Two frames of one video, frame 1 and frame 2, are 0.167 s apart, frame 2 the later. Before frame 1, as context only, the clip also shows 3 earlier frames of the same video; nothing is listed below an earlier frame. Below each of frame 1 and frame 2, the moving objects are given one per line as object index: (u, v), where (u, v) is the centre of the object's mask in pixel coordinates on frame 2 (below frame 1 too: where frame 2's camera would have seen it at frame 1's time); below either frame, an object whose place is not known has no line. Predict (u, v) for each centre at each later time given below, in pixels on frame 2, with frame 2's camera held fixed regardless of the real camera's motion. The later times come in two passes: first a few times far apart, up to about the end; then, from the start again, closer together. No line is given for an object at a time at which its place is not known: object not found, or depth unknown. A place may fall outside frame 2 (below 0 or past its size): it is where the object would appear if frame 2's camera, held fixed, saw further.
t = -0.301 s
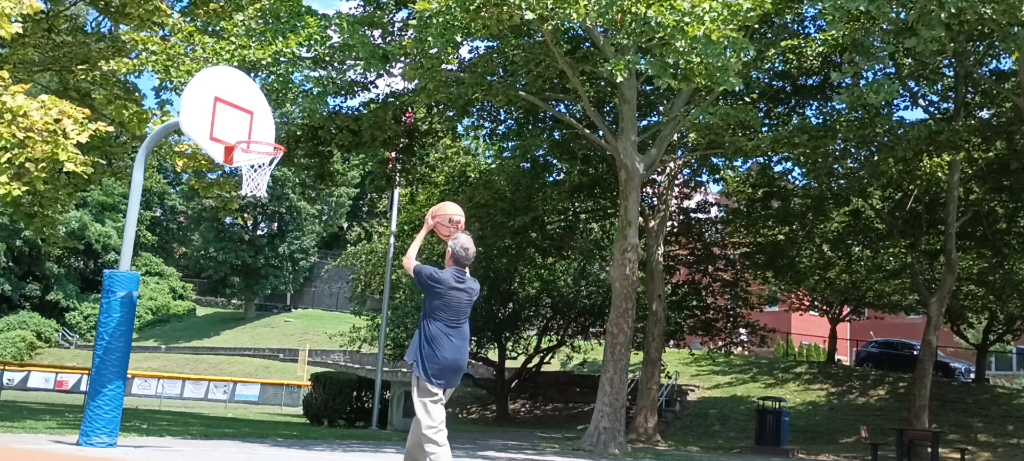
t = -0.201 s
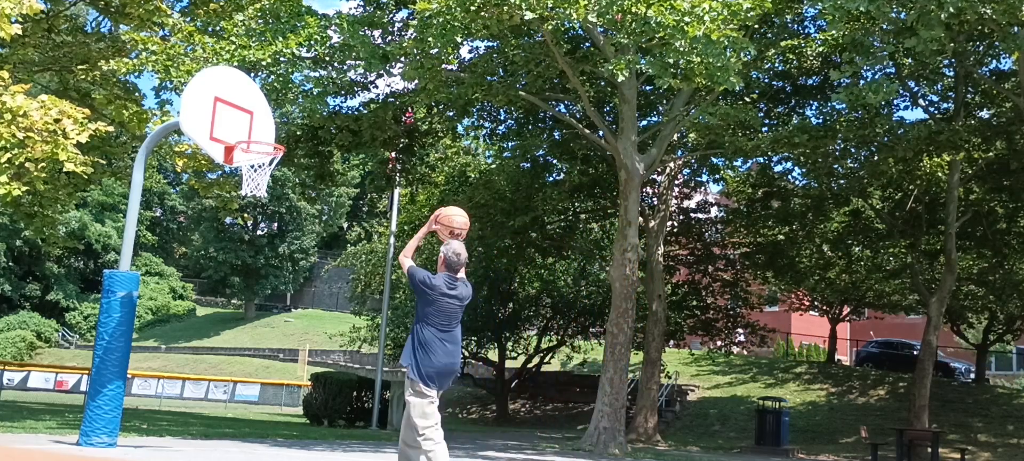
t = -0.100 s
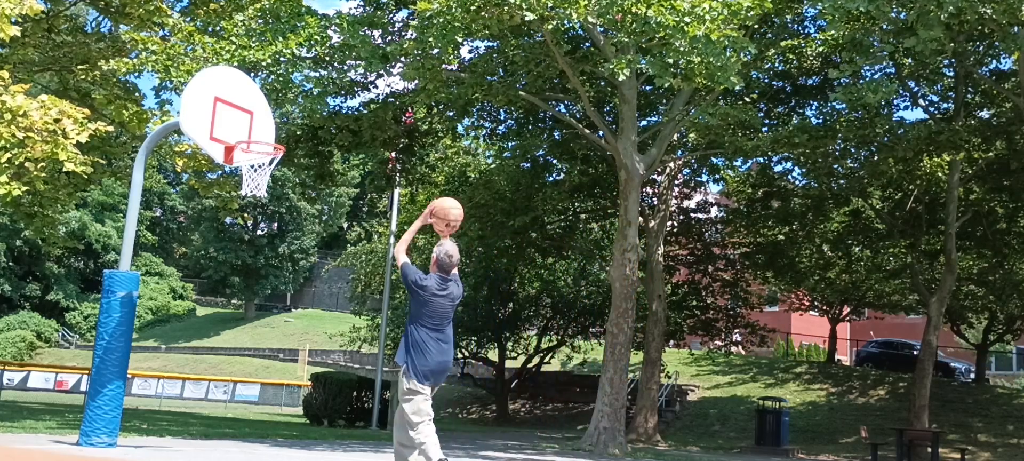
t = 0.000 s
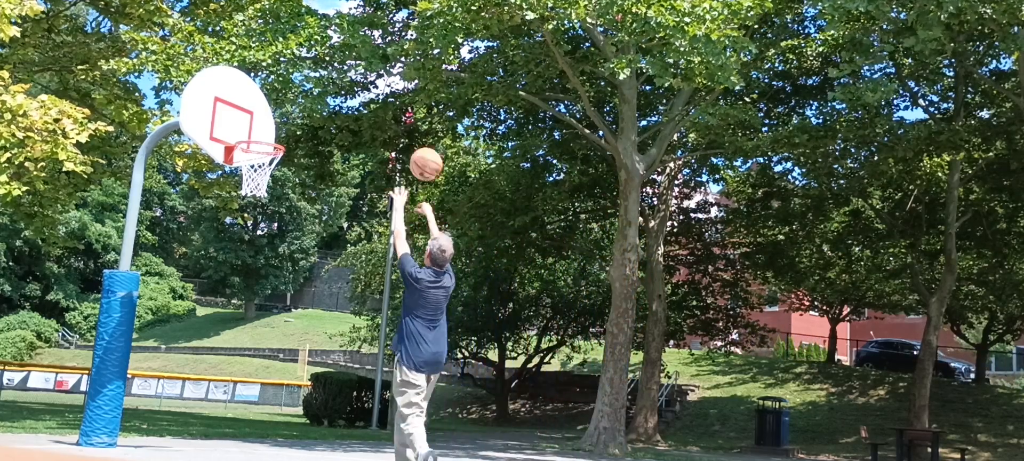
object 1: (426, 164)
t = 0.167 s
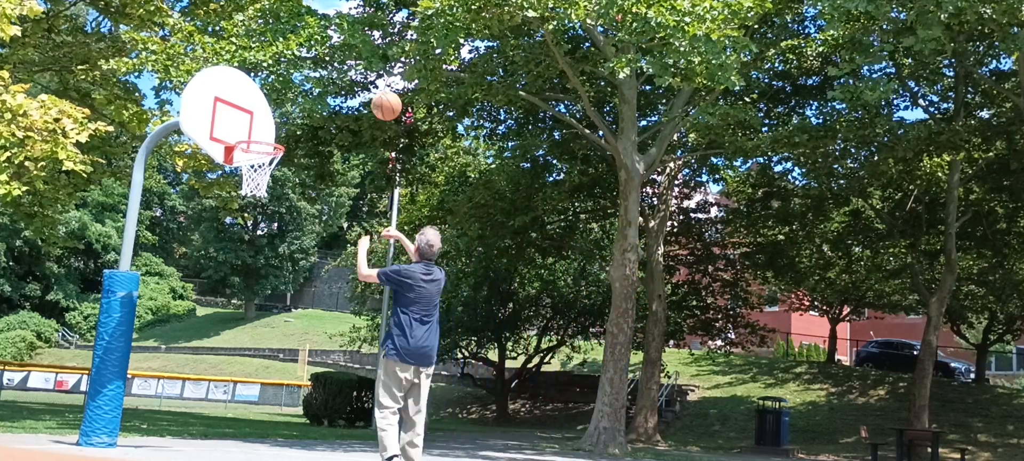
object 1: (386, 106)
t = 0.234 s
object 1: (372, 93)
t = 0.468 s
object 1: (324, 90)
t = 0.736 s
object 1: (275, 136)
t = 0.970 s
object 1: (280, 119)
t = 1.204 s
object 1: (317, 144)
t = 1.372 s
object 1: (342, 194)
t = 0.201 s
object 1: (379, 99)
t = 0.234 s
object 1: (372, 93)
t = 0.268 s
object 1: (365, 89)
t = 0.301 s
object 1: (358, 86)
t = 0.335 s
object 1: (351, 84)
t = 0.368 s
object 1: (344, 84)
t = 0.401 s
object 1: (337, 85)
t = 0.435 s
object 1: (331, 87)
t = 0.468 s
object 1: (324, 90)
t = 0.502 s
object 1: (318, 94)
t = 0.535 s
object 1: (311, 99)
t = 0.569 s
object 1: (305, 105)
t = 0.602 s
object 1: (298, 112)
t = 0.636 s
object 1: (292, 119)
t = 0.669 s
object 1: (286, 129)
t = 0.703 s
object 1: (280, 136)
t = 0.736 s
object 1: (275, 136)
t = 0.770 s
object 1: (270, 133)
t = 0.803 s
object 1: (265, 130)
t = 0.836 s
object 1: (261, 128)
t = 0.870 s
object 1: (261, 126)
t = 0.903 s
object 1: (269, 122)
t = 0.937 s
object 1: (275, 120)
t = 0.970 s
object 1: (280, 119)
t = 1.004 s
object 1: (286, 120)
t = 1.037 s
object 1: (291, 121)
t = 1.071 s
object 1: (296, 124)
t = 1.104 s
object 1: (302, 127)
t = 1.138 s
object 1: (307, 132)
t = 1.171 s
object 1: (312, 138)
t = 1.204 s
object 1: (317, 144)
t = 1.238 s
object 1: (323, 152)
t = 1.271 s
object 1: (328, 161)
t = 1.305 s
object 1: (338, 182)
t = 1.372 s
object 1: (342, 194)
